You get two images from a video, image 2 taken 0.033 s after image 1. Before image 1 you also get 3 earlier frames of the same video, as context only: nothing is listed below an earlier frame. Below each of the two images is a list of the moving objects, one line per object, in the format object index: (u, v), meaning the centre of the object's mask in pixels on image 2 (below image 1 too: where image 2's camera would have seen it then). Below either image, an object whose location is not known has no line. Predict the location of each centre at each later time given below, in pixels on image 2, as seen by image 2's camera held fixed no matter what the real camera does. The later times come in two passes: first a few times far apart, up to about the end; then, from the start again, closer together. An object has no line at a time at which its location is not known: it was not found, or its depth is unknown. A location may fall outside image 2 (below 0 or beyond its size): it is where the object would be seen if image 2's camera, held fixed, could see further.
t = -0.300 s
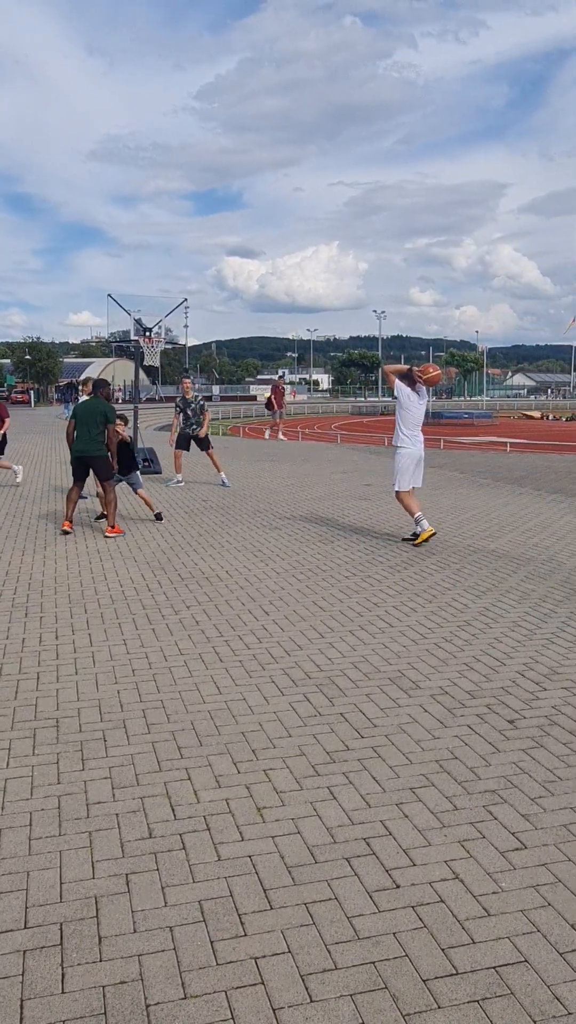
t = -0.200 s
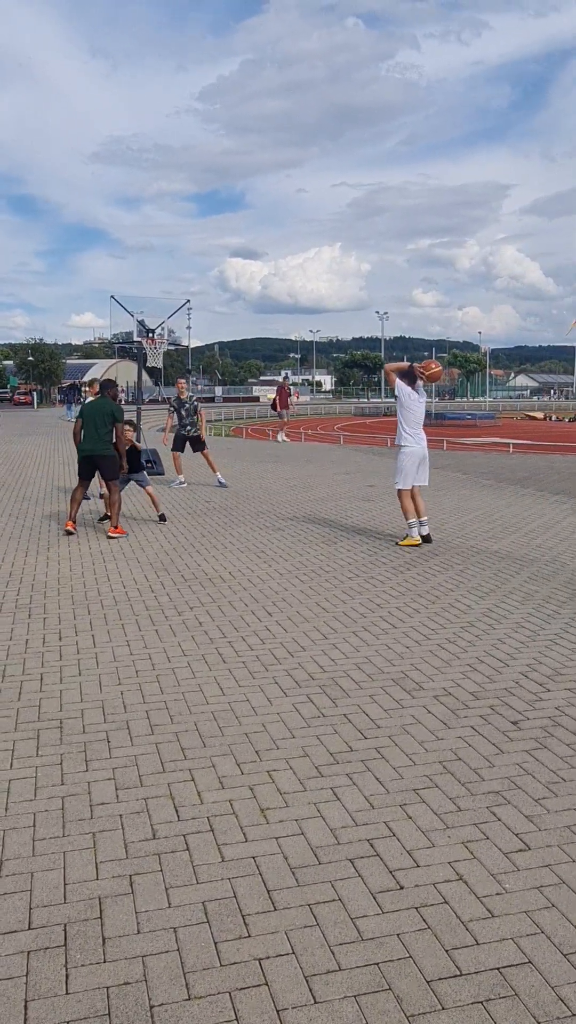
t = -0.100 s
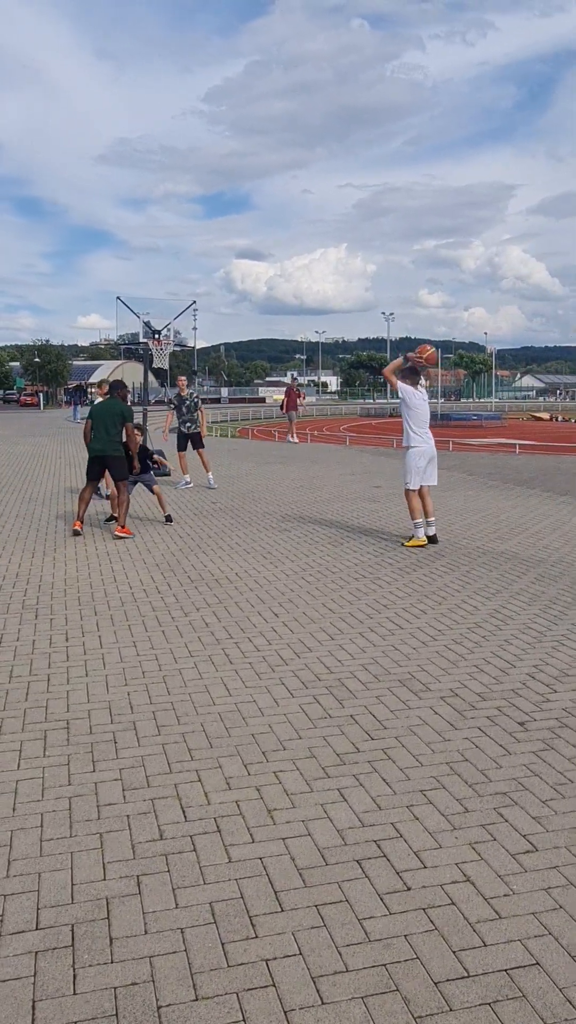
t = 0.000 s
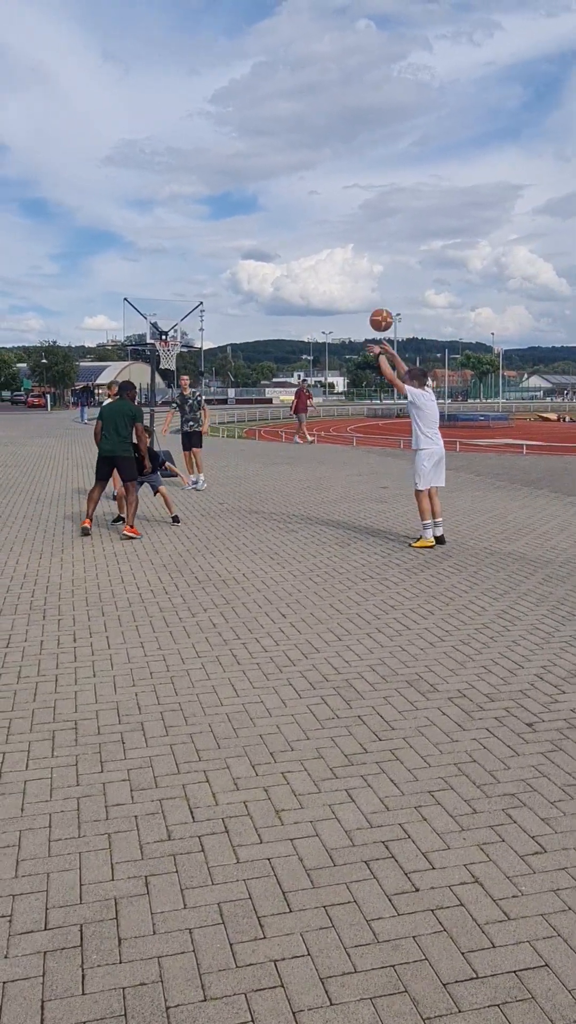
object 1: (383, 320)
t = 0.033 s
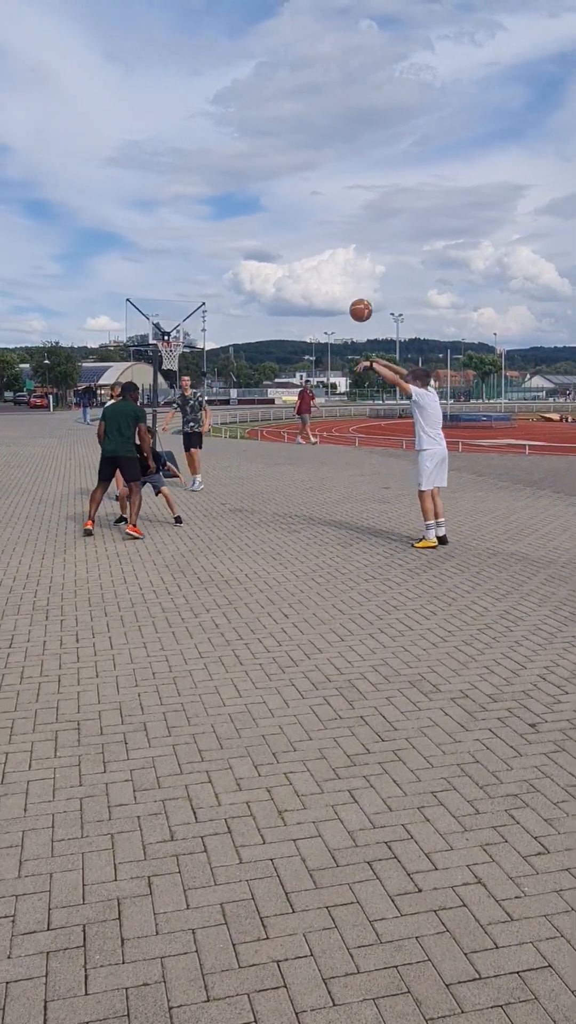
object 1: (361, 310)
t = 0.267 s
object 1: (215, 274)
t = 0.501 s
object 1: (91, 293)
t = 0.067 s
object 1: (338, 301)
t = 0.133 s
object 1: (295, 287)
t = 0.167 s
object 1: (275, 282)
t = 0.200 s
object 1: (254, 278)
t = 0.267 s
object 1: (215, 274)
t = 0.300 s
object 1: (196, 274)
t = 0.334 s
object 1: (177, 274)
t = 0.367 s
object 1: (159, 276)
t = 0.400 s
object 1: (142, 279)
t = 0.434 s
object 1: (124, 283)
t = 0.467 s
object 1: (108, 287)
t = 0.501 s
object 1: (91, 293)
